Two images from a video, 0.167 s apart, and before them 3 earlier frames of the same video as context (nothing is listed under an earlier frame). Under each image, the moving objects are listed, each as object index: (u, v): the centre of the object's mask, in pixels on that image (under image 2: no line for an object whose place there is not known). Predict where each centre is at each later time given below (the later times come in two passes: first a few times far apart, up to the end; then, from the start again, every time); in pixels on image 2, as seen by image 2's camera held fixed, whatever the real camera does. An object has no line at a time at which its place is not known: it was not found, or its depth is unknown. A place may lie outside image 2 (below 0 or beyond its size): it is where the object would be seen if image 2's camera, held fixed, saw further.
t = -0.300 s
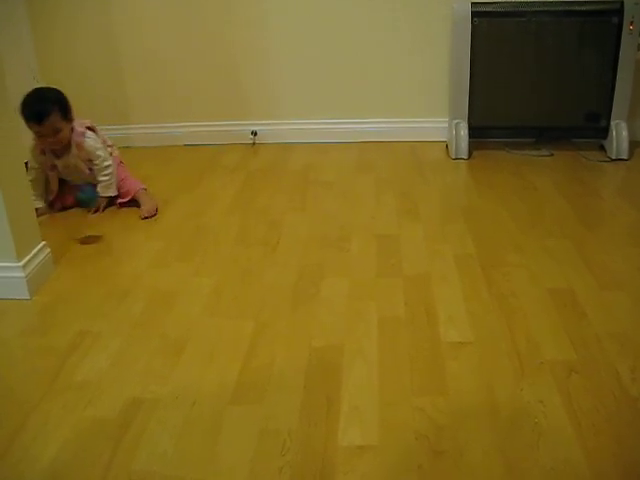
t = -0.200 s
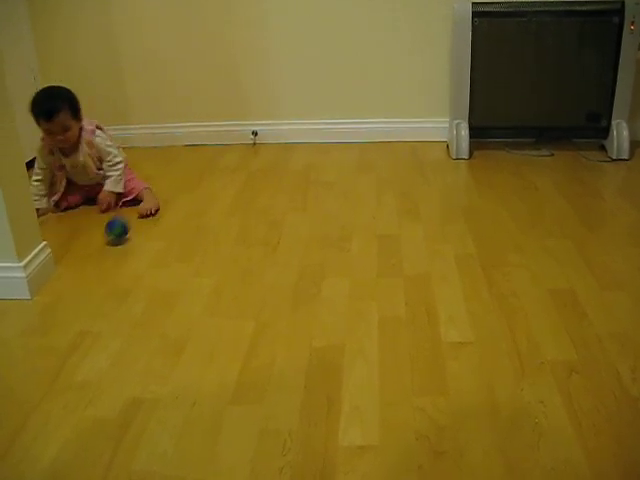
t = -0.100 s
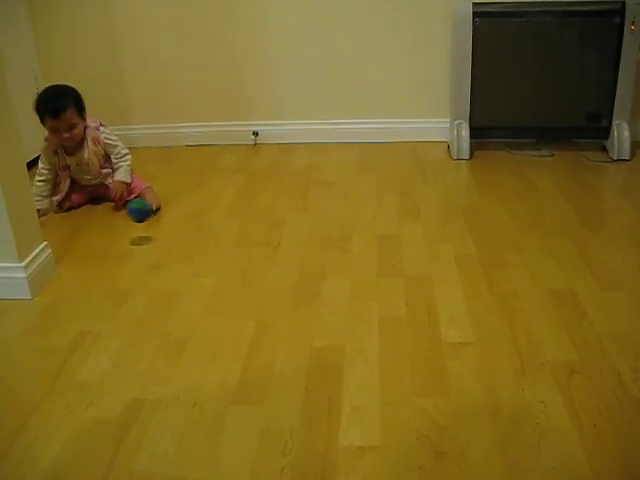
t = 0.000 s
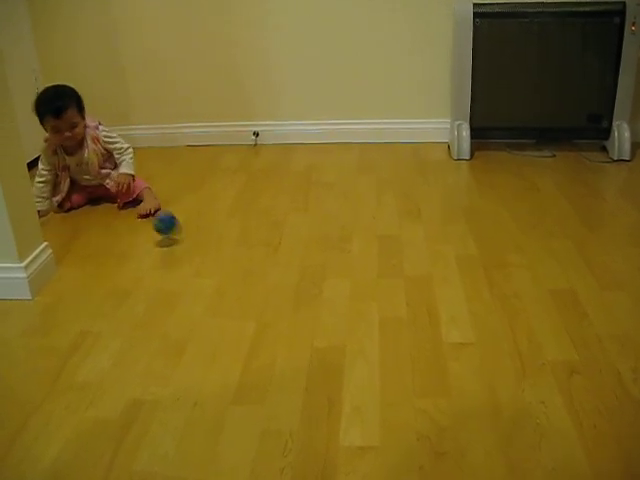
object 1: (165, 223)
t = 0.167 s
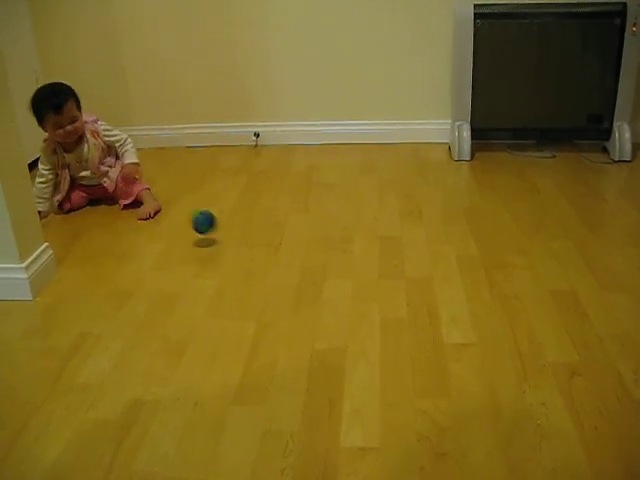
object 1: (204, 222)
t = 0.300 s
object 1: (231, 223)
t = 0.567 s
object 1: (284, 229)
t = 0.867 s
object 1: (336, 223)
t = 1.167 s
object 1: (380, 218)
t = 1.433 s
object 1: (412, 214)
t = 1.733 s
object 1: (444, 211)
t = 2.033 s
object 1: (469, 210)
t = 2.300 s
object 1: (490, 210)
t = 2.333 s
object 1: (492, 210)
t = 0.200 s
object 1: (212, 230)
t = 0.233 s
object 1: (219, 231)
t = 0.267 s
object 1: (224, 225)
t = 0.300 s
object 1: (231, 223)
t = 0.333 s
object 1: (237, 225)
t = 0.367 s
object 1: (244, 231)
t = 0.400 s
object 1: (251, 229)
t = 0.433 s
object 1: (257, 226)
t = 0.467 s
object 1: (264, 229)
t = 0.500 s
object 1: (270, 229)
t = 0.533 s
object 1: (277, 228)
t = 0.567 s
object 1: (284, 229)
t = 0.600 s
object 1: (290, 227)
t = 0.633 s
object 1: (296, 227)
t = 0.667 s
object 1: (302, 226)
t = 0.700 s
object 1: (308, 226)
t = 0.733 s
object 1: (314, 225)
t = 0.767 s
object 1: (319, 225)
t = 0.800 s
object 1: (325, 224)
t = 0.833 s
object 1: (330, 224)
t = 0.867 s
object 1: (336, 223)
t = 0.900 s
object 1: (341, 222)
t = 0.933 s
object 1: (346, 222)
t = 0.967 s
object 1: (351, 221)
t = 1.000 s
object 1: (357, 221)
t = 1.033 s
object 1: (361, 220)
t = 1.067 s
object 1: (366, 220)
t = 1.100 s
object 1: (371, 219)
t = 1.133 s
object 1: (376, 218)
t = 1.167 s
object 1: (380, 218)
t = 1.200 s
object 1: (384, 218)
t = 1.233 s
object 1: (389, 217)
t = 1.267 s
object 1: (393, 217)
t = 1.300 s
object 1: (397, 217)
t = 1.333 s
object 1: (400, 216)
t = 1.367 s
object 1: (405, 215)
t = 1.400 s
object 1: (408, 215)
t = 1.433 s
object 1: (412, 214)
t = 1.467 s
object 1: (415, 214)
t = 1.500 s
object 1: (419, 213)
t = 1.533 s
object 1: (423, 213)
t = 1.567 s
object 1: (427, 213)
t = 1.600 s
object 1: (430, 213)
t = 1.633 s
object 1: (434, 212)
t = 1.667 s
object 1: (437, 212)
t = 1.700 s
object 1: (440, 211)
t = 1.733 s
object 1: (444, 211)
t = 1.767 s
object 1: (447, 211)
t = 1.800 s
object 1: (449, 211)
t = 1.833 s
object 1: (452, 211)
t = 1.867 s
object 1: (454, 211)
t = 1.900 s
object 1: (457, 211)
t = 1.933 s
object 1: (460, 211)
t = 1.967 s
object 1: (463, 211)
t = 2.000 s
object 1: (466, 211)
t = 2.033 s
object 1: (469, 210)
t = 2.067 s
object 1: (472, 210)
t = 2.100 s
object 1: (475, 210)
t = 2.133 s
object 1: (478, 210)
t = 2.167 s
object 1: (481, 210)
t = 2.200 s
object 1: (483, 210)
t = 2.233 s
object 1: (485, 210)
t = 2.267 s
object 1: (488, 210)
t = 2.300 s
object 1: (490, 210)
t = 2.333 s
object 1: (492, 210)
